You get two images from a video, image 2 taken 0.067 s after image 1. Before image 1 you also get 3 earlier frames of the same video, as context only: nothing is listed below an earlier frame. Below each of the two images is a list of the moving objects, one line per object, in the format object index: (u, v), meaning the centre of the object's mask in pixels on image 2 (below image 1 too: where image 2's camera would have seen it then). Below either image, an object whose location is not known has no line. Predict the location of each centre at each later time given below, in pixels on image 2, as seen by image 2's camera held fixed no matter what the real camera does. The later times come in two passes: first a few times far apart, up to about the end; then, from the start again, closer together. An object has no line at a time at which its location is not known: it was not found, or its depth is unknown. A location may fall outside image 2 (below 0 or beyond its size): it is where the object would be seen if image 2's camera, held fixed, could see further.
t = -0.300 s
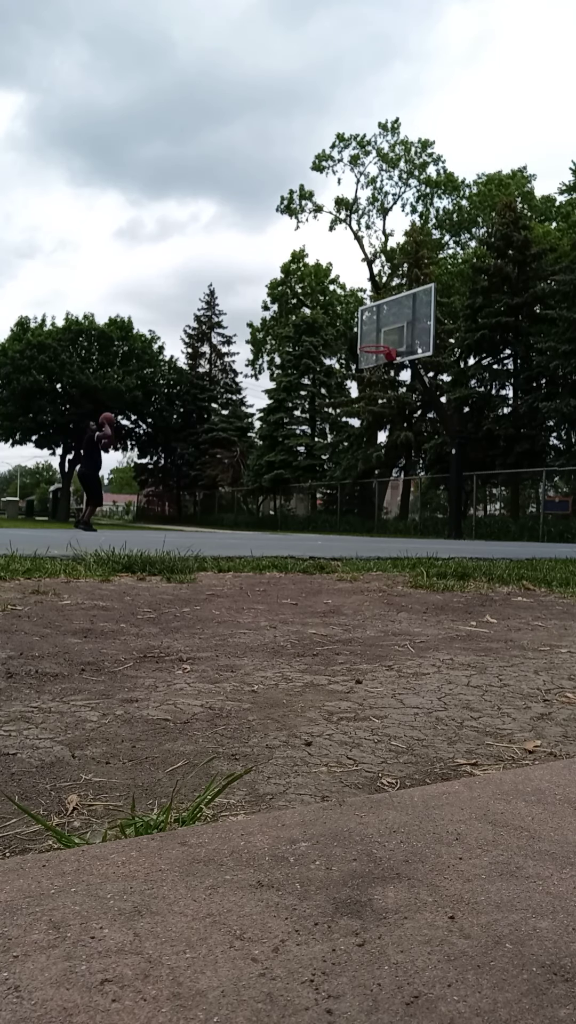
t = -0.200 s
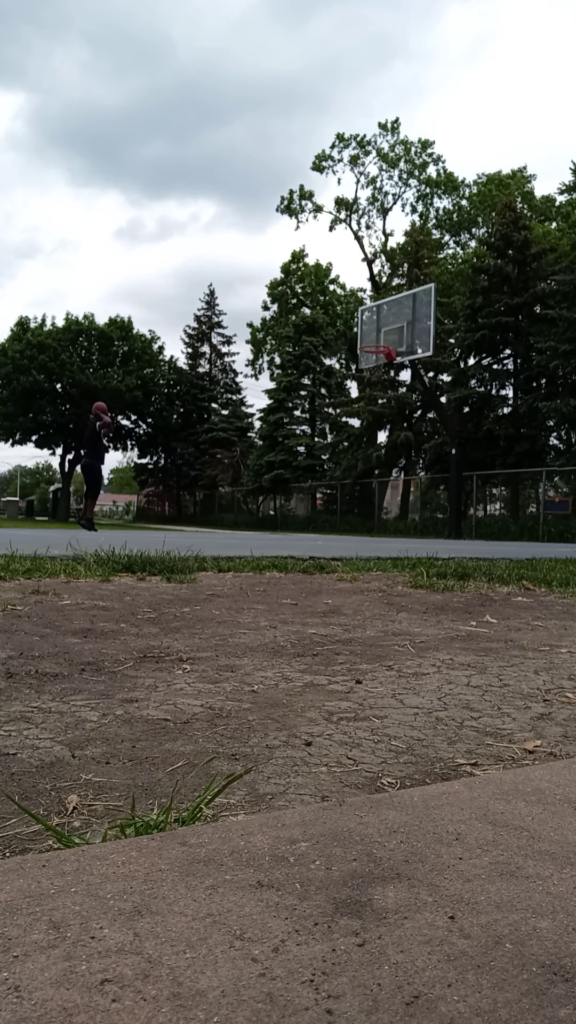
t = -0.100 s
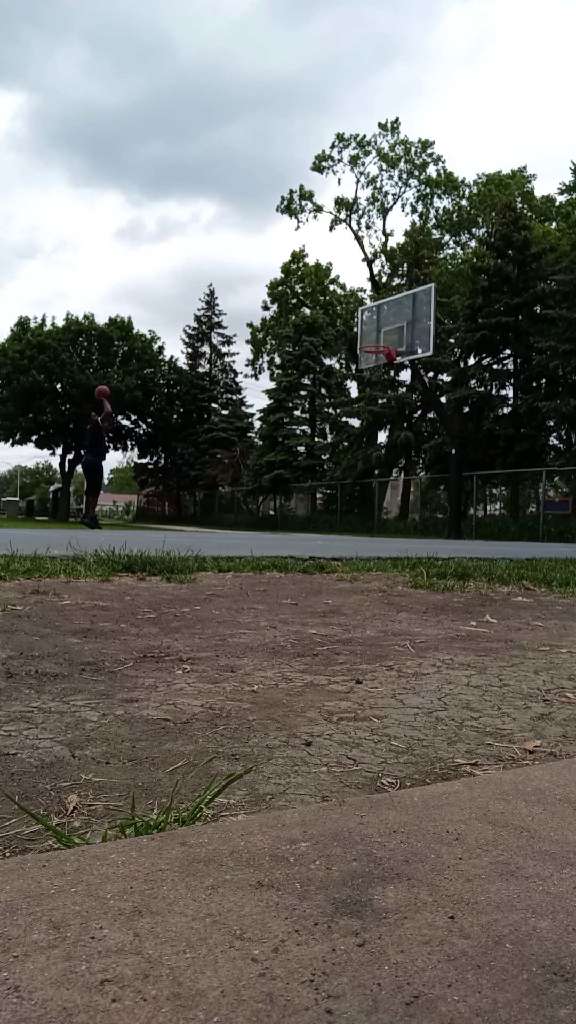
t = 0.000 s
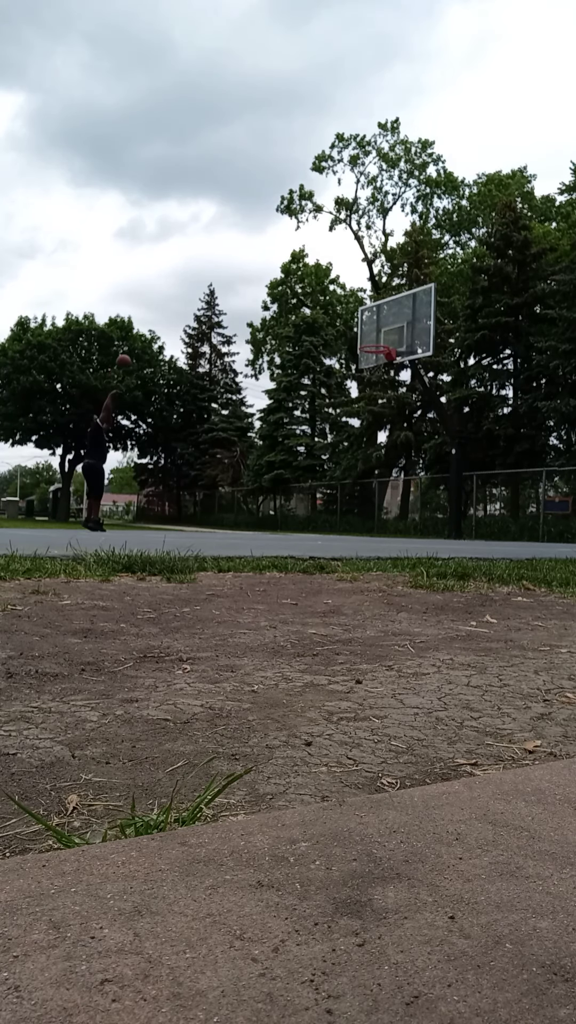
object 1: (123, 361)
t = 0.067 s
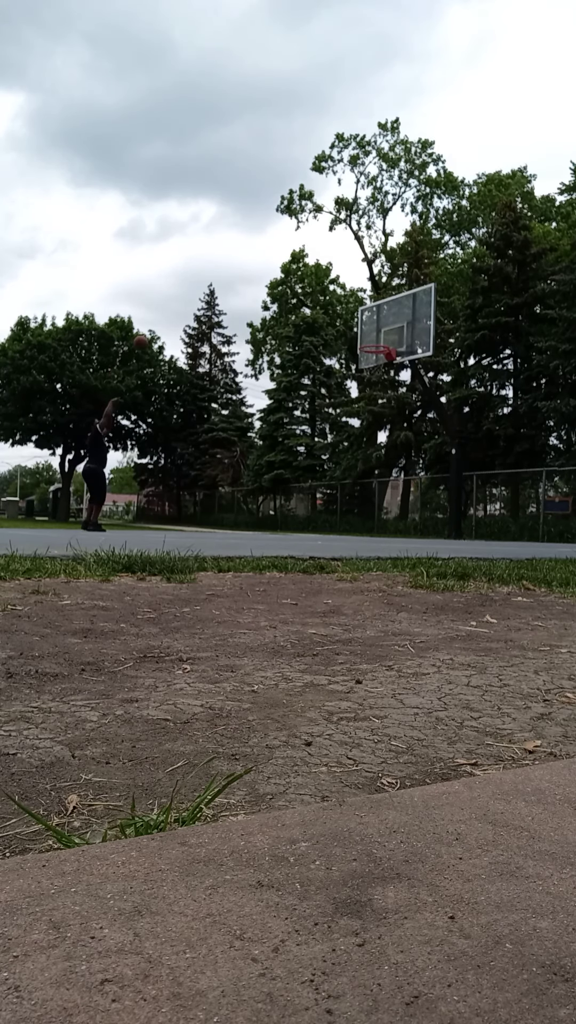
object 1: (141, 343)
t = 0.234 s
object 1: (184, 307)
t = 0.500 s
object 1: (252, 282)
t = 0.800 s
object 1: (327, 304)
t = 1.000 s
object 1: (375, 340)
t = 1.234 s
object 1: (396, 309)
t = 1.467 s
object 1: (419, 310)
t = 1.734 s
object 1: (439, 351)
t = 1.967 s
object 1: (453, 429)
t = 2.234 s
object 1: (472, 511)
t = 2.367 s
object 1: (485, 464)
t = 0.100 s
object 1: (149, 334)
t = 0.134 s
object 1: (158, 327)
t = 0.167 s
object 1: (167, 319)
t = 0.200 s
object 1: (175, 313)
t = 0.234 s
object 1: (184, 307)
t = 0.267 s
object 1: (193, 301)
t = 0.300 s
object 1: (201, 296)
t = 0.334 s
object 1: (209, 293)
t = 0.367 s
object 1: (218, 289)
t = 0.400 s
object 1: (226, 286)
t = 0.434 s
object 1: (235, 284)
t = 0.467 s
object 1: (243, 283)
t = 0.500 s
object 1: (252, 282)
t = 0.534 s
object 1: (260, 282)
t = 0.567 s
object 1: (269, 283)
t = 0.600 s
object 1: (277, 284)
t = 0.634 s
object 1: (285, 285)
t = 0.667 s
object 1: (294, 288)
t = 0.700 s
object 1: (302, 290)
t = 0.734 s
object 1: (310, 295)
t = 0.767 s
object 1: (319, 299)
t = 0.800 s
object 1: (327, 304)
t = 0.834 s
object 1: (336, 310)
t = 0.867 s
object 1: (344, 317)
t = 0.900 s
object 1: (353, 325)
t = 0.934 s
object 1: (361, 333)
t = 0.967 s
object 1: (370, 340)
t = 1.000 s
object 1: (375, 340)
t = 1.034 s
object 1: (378, 335)
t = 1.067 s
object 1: (381, 329)
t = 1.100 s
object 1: (384, 324)
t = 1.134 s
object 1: (387, 319)
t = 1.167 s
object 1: (390, 315)
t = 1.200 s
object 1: (393, 312)
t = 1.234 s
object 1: (396, 309)
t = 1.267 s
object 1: (400, 307)
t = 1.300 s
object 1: (403, 306)
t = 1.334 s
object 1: (406, 306)
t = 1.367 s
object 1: (409, 306)
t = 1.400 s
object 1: (412, 307)
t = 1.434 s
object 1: (416, 308)
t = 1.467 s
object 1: (419, 310)
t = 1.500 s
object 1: (422, 314)
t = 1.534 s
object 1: (425, 317)
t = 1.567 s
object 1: (427, 321)
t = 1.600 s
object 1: (430, 326)
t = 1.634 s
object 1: (431, 331)
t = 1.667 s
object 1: (434, 337)
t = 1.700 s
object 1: (436, 343)
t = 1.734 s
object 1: (439, 351)
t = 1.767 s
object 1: (440, 360)
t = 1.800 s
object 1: (443, 369)
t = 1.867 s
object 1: (447, 391)
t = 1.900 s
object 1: (449, 403)
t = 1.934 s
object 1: (451, 416)
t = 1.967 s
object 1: (453, 429)
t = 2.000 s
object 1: (455, 444)
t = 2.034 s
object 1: (457, 458)
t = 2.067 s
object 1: (459, 474)
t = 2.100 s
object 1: (461, 491)
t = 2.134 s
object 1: (464, 510)
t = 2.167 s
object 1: (466, 529)
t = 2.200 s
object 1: (469, 524)
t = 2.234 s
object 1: (472, 511)
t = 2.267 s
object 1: (475, 498)
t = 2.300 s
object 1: (478, 486)
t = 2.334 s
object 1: (482, 474)
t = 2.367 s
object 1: (485, 464)
